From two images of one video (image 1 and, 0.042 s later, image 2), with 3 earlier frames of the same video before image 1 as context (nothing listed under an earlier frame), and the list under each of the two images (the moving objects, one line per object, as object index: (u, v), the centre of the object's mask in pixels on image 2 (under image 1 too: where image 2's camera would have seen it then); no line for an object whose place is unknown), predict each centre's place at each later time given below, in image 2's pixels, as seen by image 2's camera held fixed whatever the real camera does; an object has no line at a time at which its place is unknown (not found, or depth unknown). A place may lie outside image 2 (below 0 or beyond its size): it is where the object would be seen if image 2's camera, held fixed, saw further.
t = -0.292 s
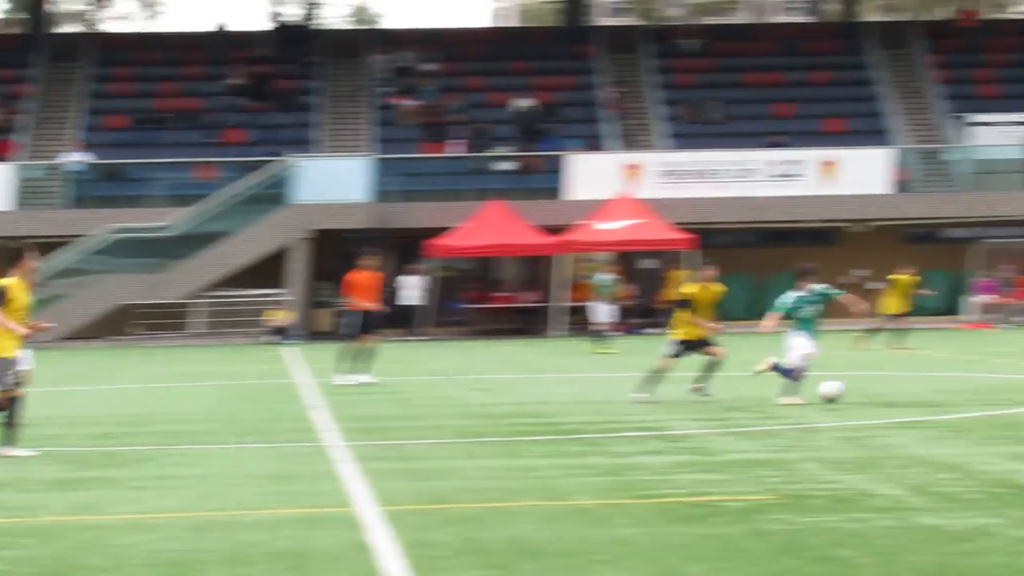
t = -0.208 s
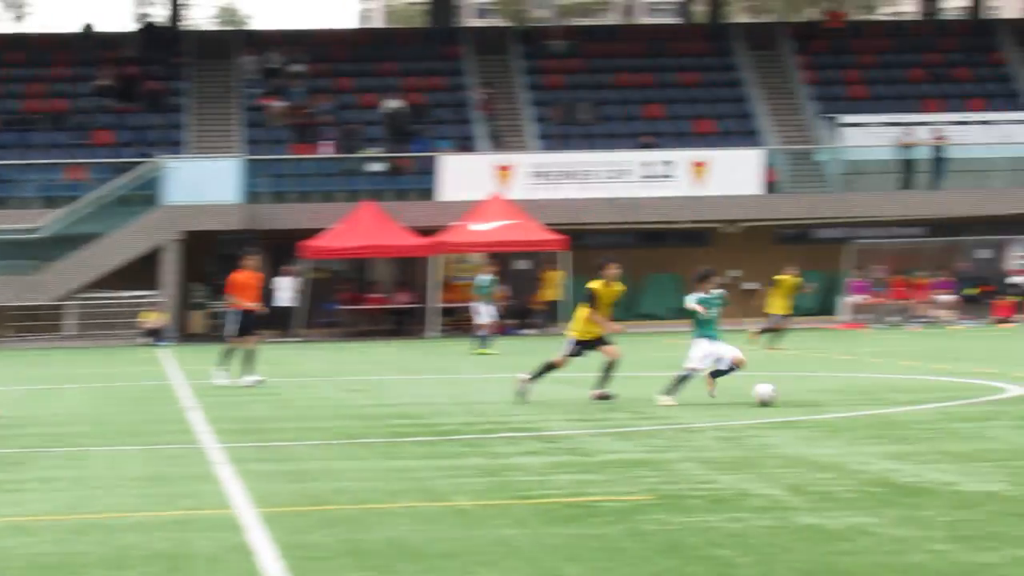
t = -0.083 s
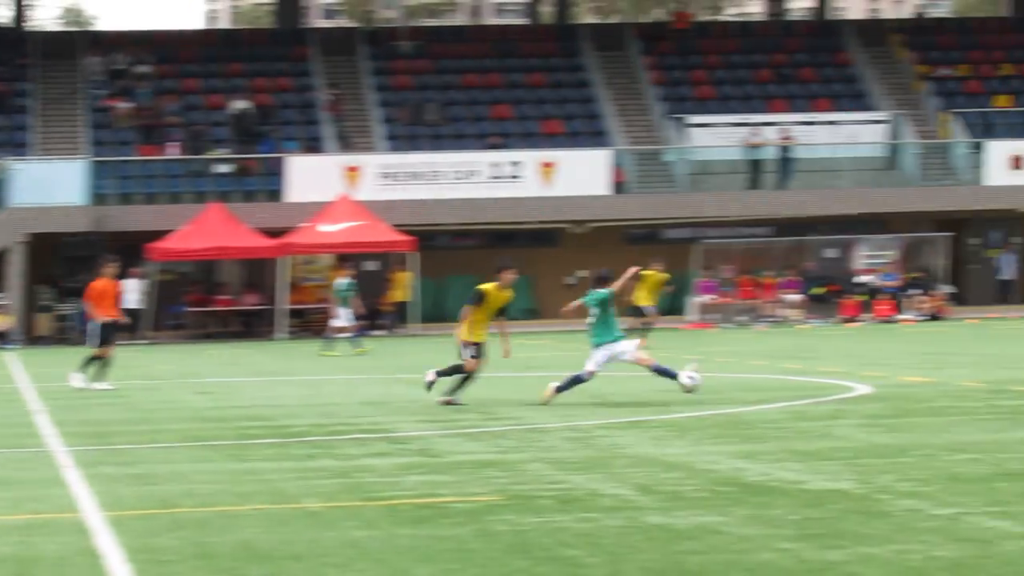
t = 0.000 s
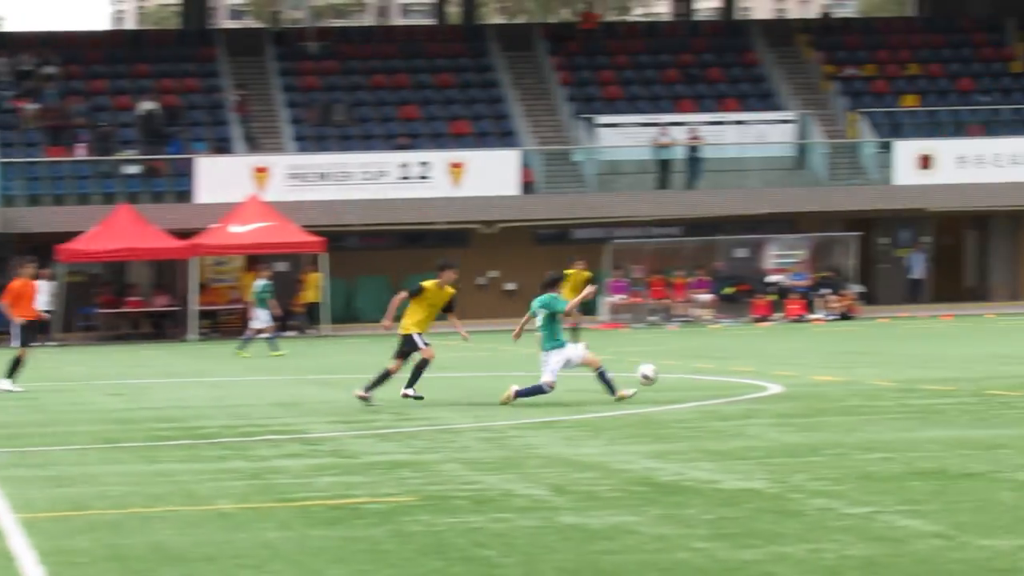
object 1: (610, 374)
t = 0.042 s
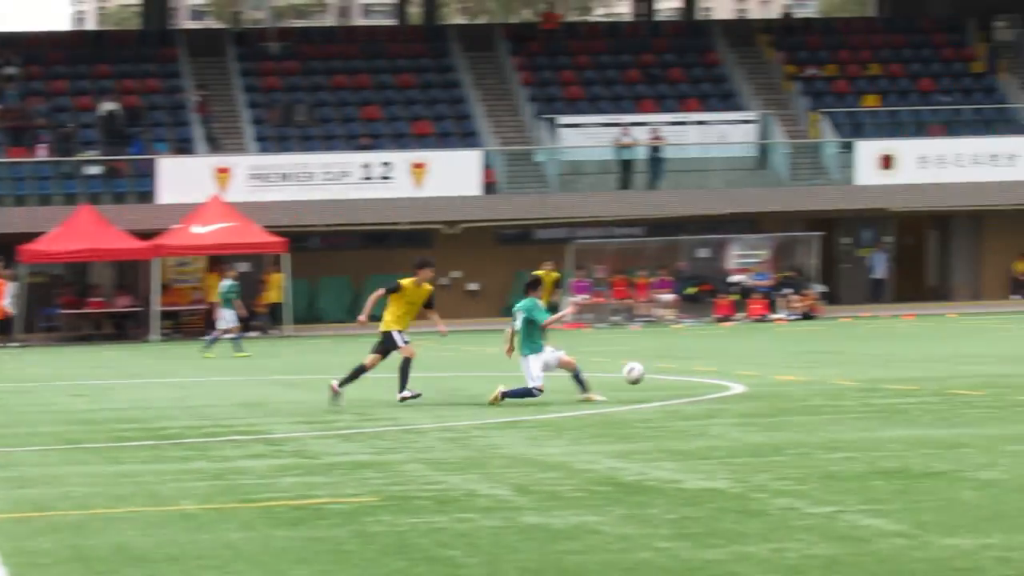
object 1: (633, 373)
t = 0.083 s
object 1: (657, 374)
